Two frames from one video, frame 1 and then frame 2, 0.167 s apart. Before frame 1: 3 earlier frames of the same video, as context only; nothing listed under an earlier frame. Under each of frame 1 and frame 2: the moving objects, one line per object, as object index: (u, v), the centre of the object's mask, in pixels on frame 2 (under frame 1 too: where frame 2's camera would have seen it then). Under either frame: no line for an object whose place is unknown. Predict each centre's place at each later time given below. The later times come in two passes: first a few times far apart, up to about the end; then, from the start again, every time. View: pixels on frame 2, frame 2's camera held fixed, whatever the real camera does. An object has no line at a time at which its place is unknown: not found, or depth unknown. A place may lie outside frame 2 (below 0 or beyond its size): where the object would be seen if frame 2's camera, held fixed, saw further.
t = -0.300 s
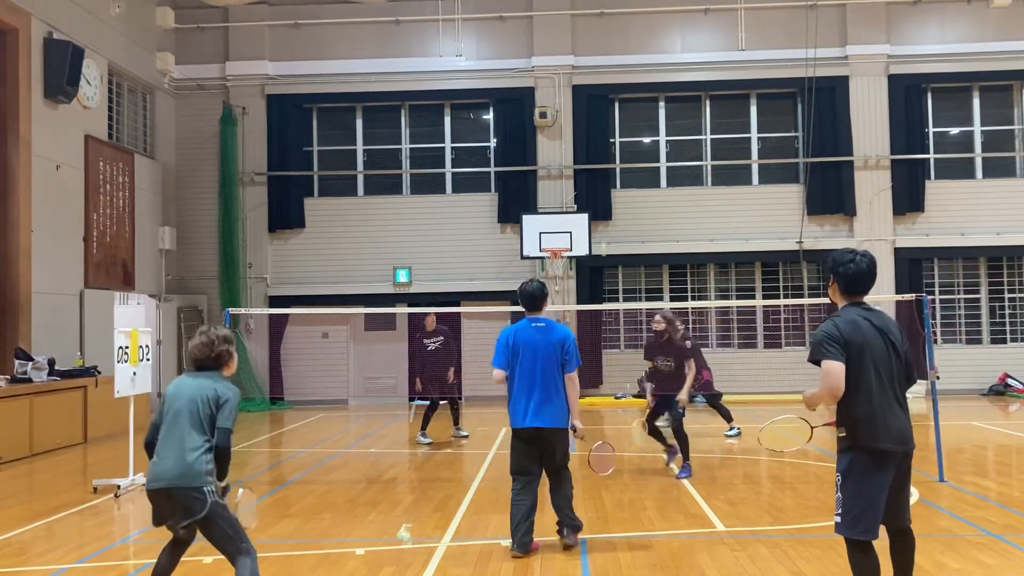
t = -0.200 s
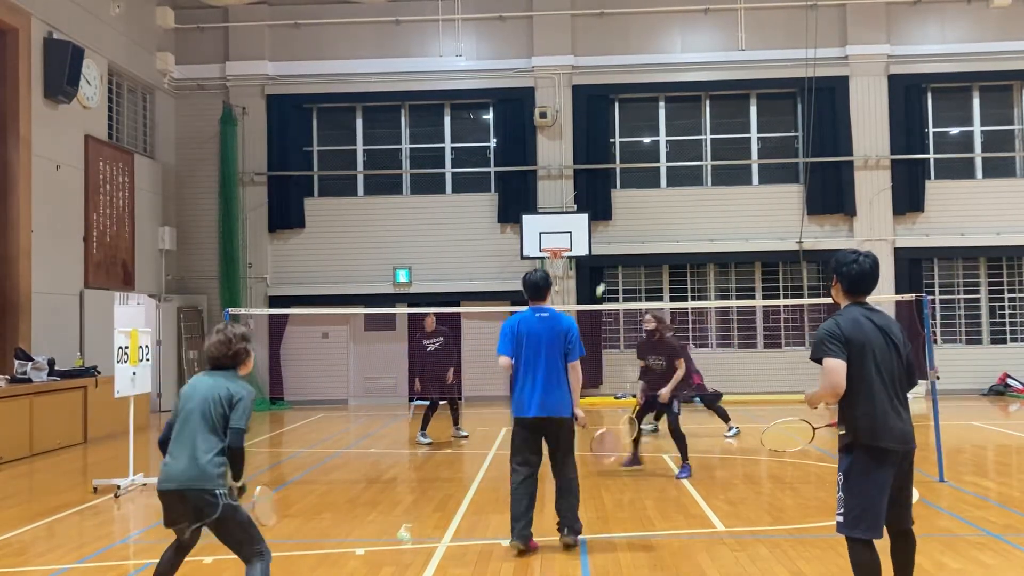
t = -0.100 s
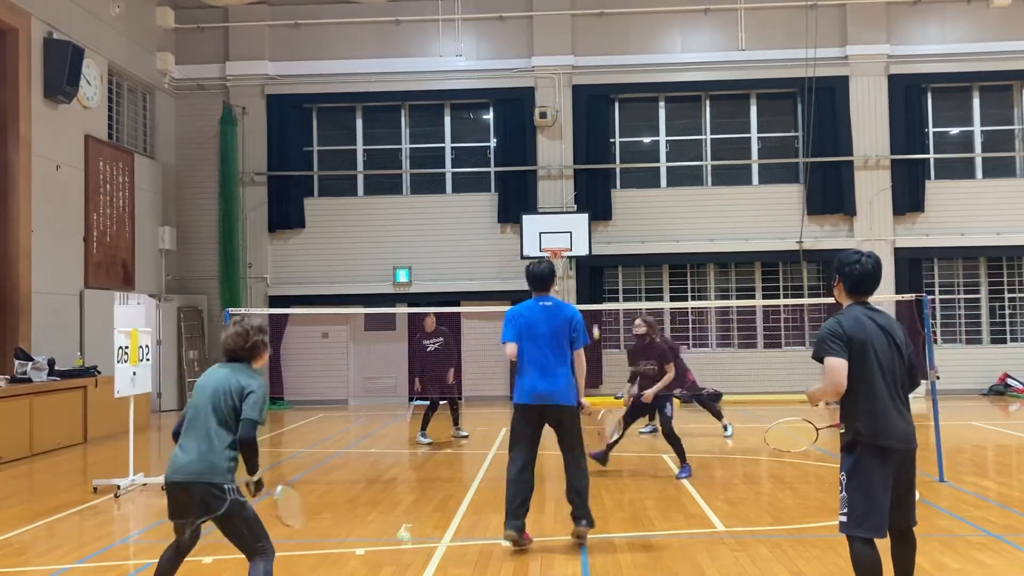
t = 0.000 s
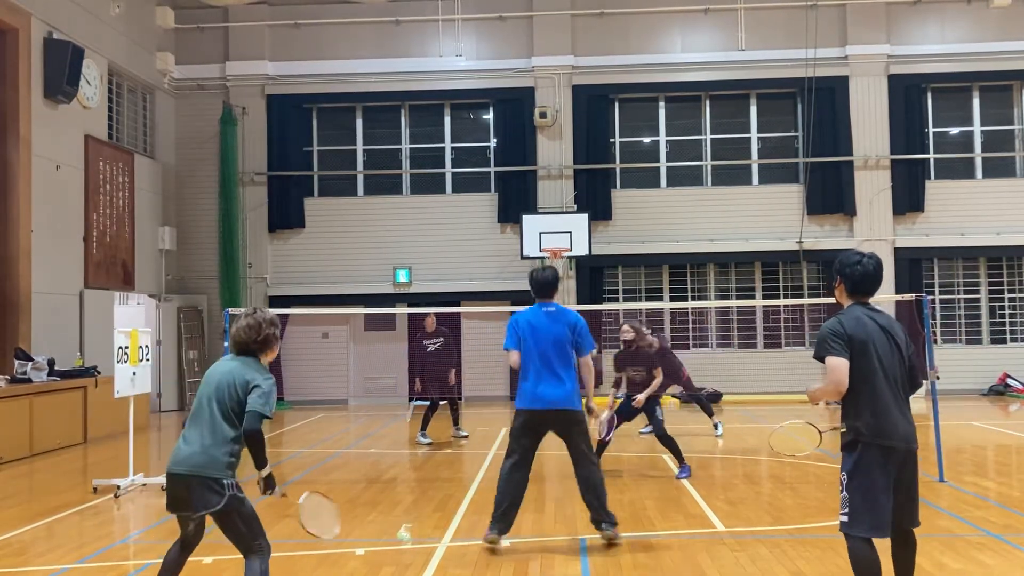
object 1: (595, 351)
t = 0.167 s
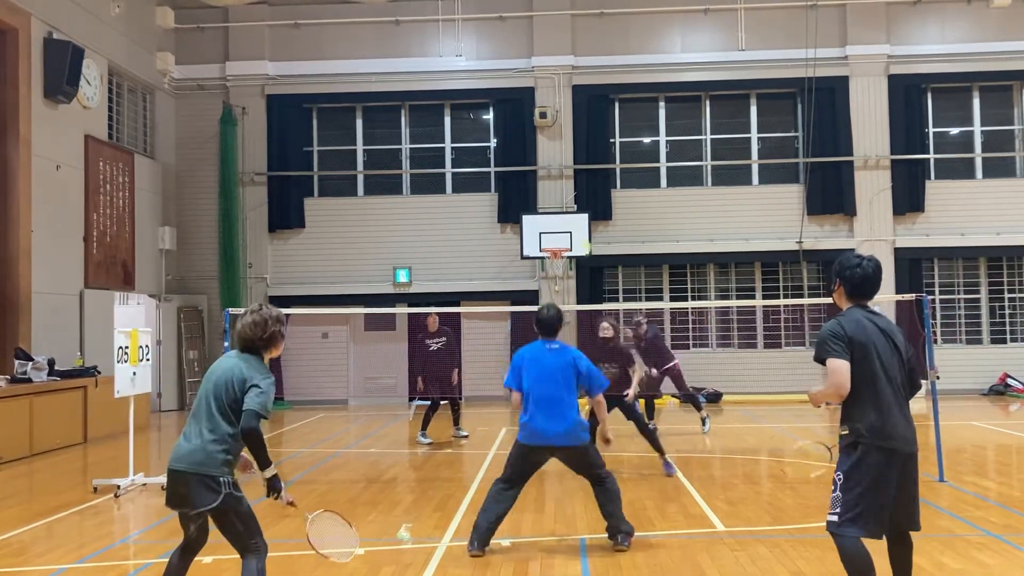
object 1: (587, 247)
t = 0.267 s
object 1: (583, 204)
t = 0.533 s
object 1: (582, 154)
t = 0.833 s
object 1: (579, 231)
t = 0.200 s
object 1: (587, 229)
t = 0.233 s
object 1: (586, 215)
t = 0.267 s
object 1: (583, 204)
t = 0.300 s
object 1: (581, 194)
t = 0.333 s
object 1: (580, 185)
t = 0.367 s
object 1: (580, 177)
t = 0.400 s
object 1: (580, 170)
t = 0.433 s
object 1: (580, 165)
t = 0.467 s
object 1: (581, 159)
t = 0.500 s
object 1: (582, 156)
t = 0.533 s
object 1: (582, 154)
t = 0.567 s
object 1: (581, 155)
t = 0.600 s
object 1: (581, 157)
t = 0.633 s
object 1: (580, 161)
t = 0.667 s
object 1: (579, 168)
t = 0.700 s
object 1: (577, 177)
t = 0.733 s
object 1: (575, 188)
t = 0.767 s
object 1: (574, 200)
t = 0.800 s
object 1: (575, 213)
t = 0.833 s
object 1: (579, 231)
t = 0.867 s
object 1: (578, 254)
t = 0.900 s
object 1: (577, 272)
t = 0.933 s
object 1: (579, 293)
